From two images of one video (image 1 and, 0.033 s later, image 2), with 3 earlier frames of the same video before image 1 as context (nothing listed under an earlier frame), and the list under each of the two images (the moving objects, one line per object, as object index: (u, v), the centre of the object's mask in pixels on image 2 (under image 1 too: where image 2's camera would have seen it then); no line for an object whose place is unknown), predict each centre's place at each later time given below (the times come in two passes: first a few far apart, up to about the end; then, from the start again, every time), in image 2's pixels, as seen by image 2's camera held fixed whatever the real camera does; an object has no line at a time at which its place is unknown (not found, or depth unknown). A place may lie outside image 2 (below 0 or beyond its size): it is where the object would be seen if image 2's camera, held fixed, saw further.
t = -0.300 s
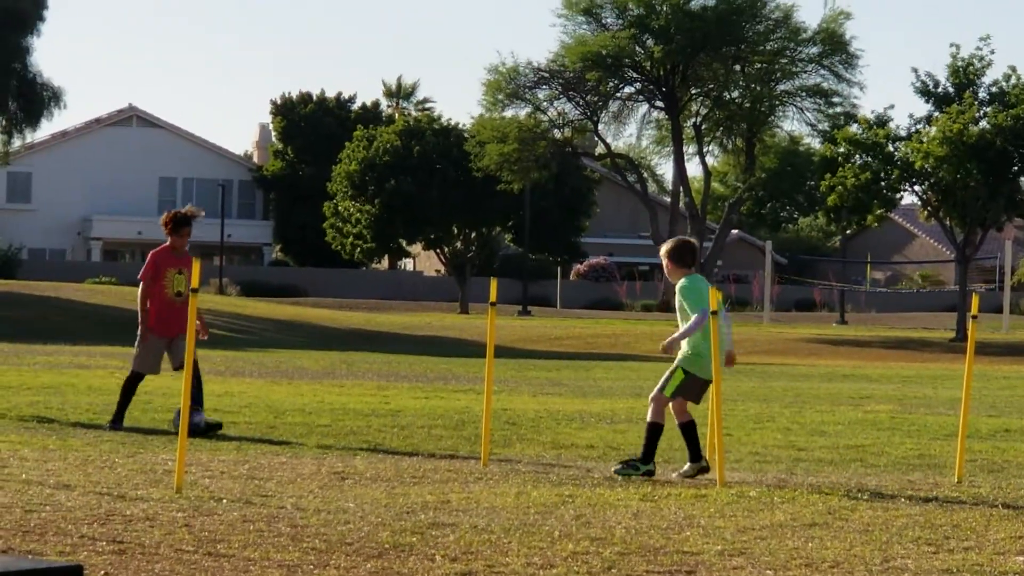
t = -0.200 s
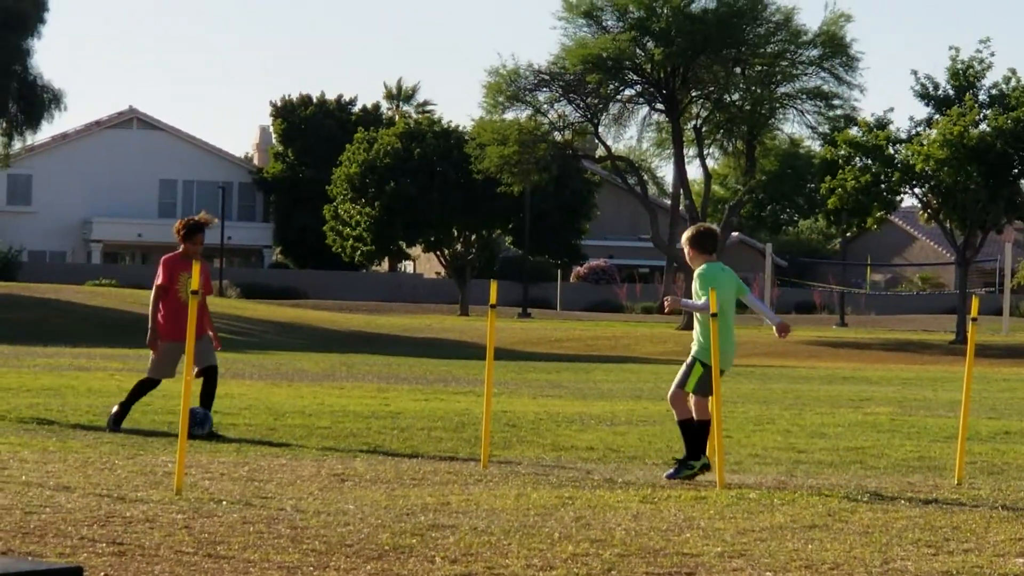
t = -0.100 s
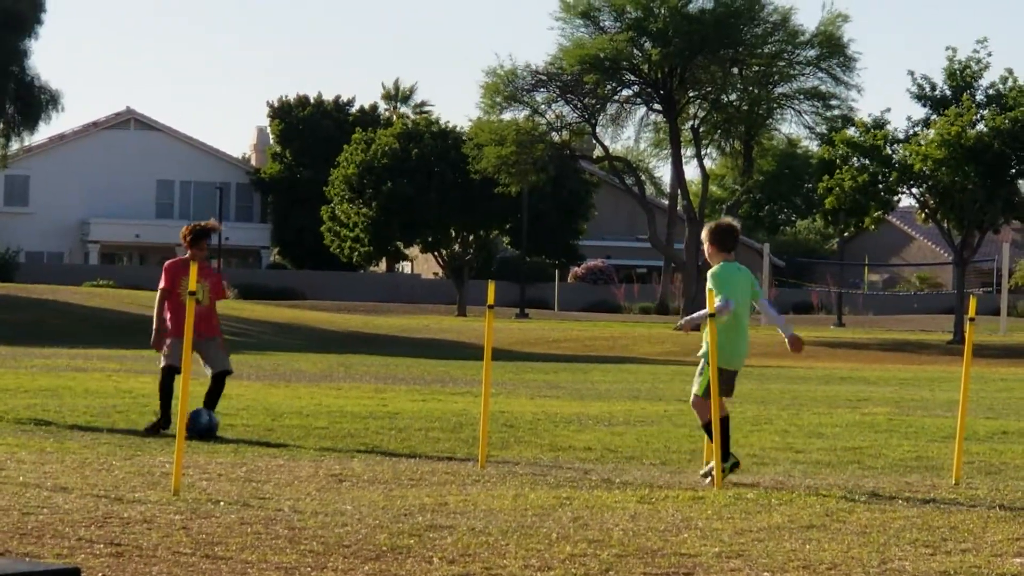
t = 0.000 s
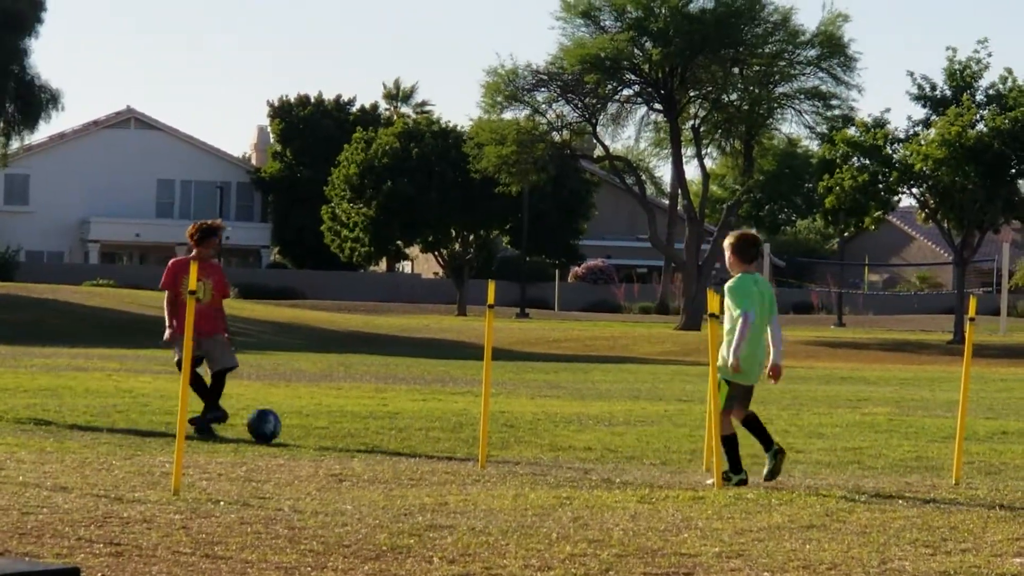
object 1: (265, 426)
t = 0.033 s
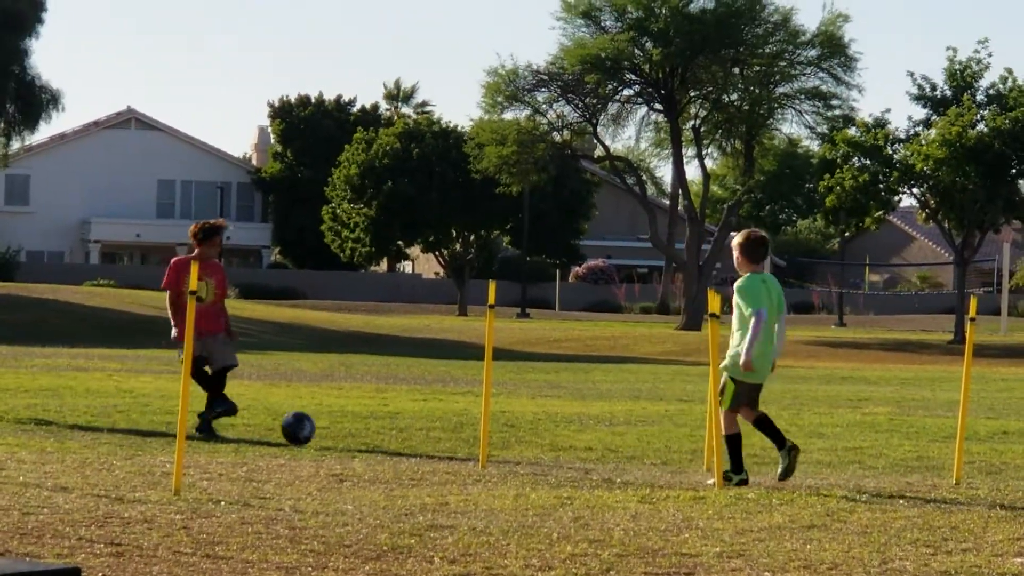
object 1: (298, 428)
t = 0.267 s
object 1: (516, 434)
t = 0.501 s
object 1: (713, 449)
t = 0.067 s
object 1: (332, 433)
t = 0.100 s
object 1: (364, 435)
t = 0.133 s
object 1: (394, 431)
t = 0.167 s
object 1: (424, 429)
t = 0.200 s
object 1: (454, 429)
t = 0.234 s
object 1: (488, 431)
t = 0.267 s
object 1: (516, 434)
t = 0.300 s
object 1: (547, 439)
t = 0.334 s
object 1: (579, 447)
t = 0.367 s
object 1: (609, 452)
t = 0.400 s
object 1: (635, 448)
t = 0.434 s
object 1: (662, 446)
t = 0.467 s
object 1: (689, 446)
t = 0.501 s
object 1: (713, 449)
